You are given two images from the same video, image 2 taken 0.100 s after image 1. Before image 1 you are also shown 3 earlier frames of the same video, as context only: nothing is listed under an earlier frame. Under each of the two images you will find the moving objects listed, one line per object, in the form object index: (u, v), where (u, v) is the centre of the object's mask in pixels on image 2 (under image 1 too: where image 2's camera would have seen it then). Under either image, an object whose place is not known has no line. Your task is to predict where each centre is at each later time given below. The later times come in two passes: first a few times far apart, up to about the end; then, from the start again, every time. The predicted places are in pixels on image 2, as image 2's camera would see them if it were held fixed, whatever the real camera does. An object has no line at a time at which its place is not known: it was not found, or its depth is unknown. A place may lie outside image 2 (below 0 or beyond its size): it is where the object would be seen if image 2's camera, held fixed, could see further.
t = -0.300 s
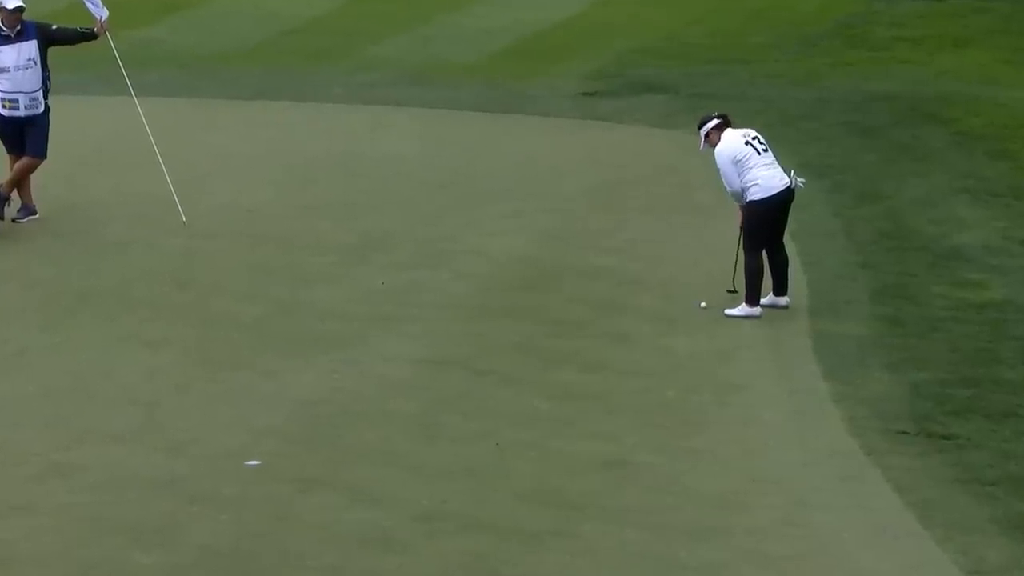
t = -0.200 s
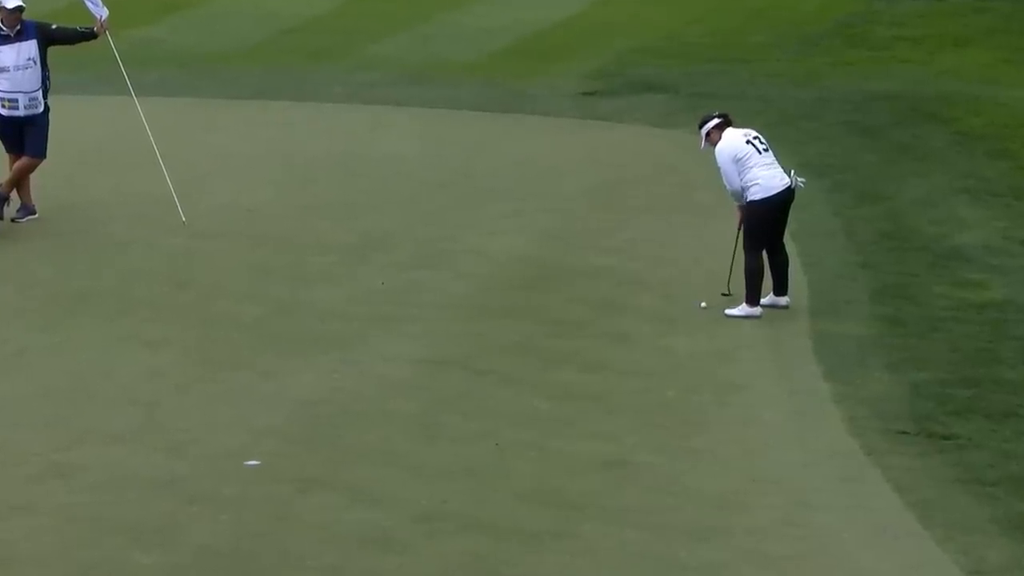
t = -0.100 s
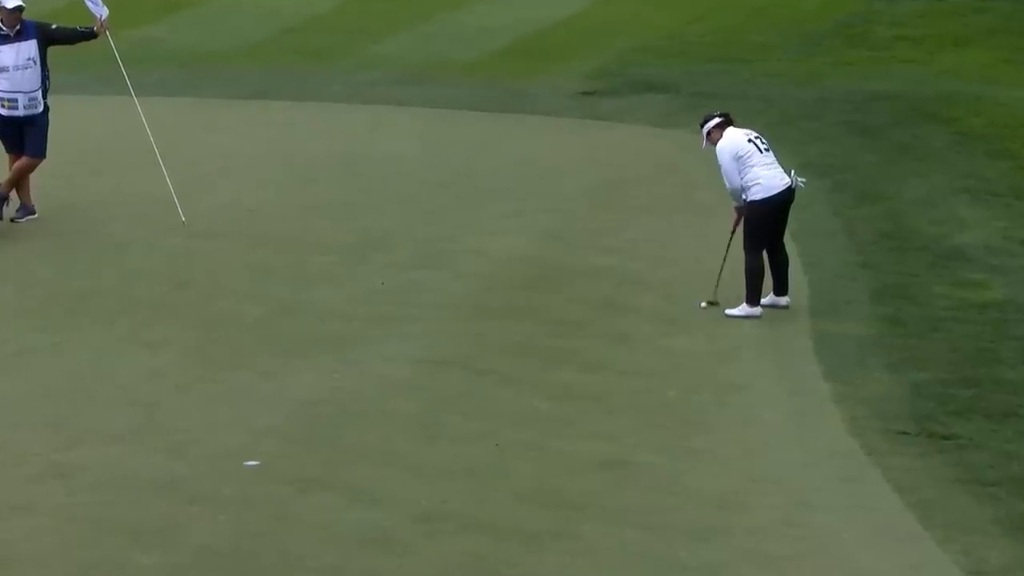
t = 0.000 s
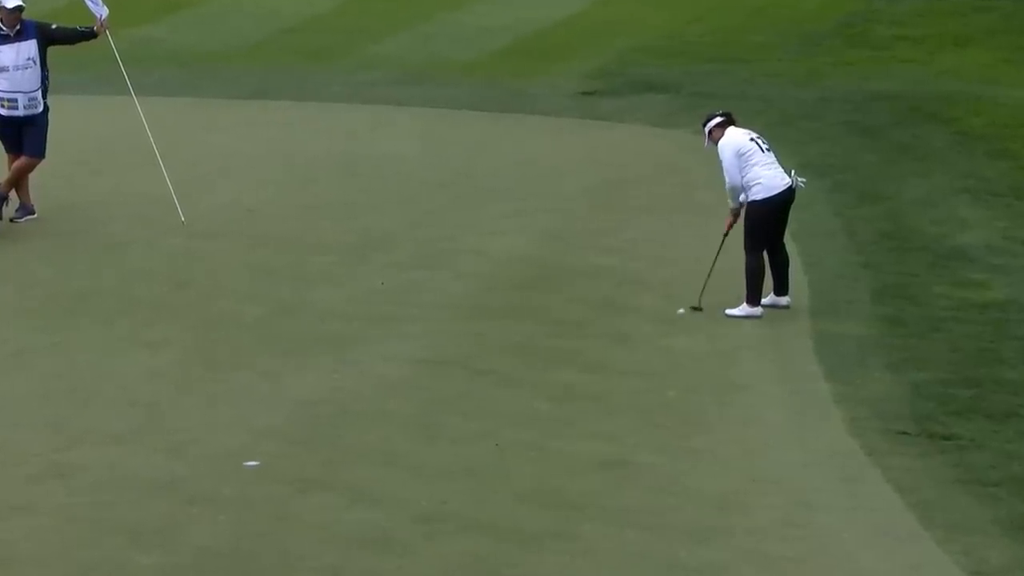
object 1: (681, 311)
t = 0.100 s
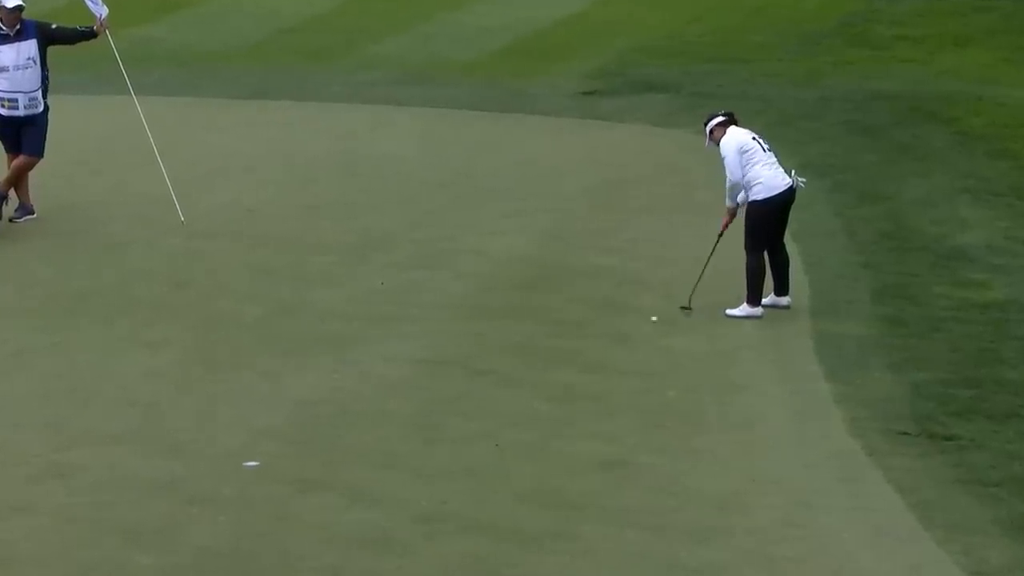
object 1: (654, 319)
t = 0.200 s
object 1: (630, 326)
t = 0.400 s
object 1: (588, 339)
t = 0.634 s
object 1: (542, 354)
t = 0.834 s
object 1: (505, 366)
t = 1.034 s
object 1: (469, 378)
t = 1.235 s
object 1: (435, 390)
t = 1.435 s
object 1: (403, 402)
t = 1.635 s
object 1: (373, 411)
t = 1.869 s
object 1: (341, 423)
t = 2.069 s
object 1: (315, 431)
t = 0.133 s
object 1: (646, 321)
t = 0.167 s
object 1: (638, 324)
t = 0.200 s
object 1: (630, 326)
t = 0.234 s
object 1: (623, 329)
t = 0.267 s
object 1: (616, 330)
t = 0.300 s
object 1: (609, 333)
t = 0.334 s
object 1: (602, 335)
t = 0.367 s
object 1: (596, 337)
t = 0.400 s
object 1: (588, 339)
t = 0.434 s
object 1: (581, 341)
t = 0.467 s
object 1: (575, 343)
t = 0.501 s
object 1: (569, 346)
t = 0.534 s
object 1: (562, 348)
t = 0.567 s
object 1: (556, 350)
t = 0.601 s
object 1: (549, 352)
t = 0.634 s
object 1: (542, 354)
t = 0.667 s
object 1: (536, 356)
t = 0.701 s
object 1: (530, 358)
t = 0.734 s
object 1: (524, 361)
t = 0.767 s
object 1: (517, 362)
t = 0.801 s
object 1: (511, 365)
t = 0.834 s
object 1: (505, 366)
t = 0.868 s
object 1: (499, 369)
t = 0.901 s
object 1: (492, 370)
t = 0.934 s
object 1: (486, 372)
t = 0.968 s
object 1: (480, 374)
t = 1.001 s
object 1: (475, 376)
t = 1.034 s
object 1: (469, 378)
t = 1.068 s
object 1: (463, 380)
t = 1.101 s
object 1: (458, 383)
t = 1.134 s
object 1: (452, 385)
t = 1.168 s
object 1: (446, 386)
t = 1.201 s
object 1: (440, 388)
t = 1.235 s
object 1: (435, 390)
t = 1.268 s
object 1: (430, 392)
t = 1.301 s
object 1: (424, 394)
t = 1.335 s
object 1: (419, 395)
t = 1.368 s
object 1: (414, 397)
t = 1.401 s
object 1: (409, 400)
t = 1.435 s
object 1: (403, 402)
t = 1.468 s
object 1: (398, 402)
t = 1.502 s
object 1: (393, 404)
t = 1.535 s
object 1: (388, 406)
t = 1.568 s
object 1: (383, 408)
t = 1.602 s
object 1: (378, 409)
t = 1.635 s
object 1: (373, 411)
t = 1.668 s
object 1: (369, 413)
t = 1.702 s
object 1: (364, 414)
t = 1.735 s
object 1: (359, 416)
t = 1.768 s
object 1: (354, 418)
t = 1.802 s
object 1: (349, 419)
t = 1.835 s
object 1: (345, 421)
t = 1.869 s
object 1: (341, 423)
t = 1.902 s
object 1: (336, 424)
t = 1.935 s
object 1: (331, 426)
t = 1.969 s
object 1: (327, 427)
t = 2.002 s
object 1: (323, 429)
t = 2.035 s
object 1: (319, 430)
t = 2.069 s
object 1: (315, 431)
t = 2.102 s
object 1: (310, 433)
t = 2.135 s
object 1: (307, 434)
